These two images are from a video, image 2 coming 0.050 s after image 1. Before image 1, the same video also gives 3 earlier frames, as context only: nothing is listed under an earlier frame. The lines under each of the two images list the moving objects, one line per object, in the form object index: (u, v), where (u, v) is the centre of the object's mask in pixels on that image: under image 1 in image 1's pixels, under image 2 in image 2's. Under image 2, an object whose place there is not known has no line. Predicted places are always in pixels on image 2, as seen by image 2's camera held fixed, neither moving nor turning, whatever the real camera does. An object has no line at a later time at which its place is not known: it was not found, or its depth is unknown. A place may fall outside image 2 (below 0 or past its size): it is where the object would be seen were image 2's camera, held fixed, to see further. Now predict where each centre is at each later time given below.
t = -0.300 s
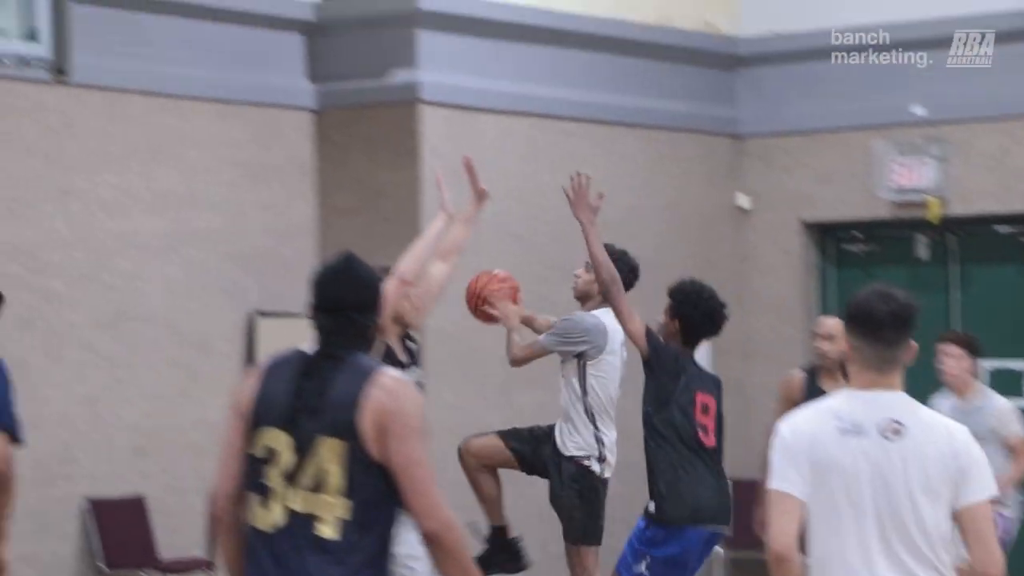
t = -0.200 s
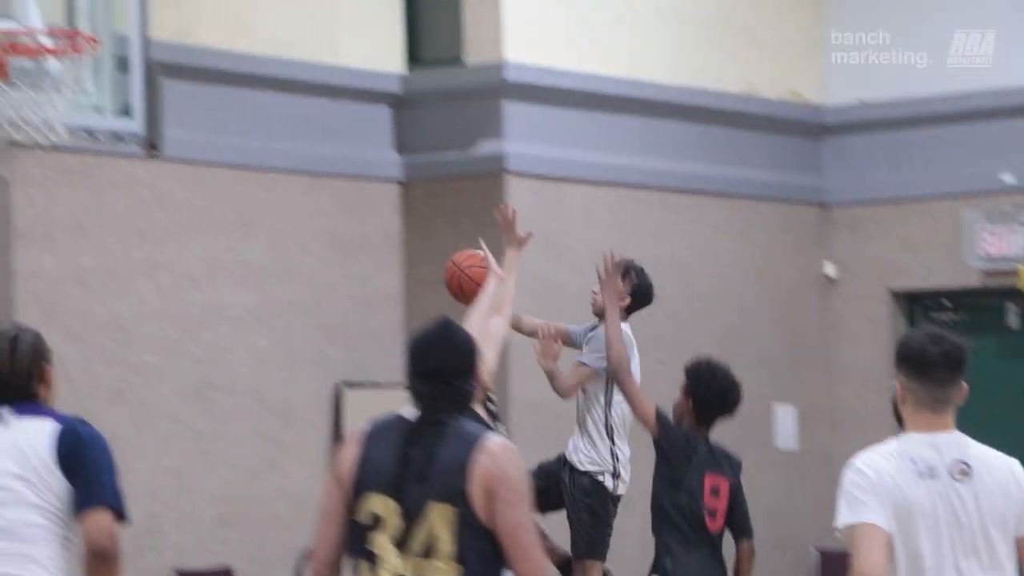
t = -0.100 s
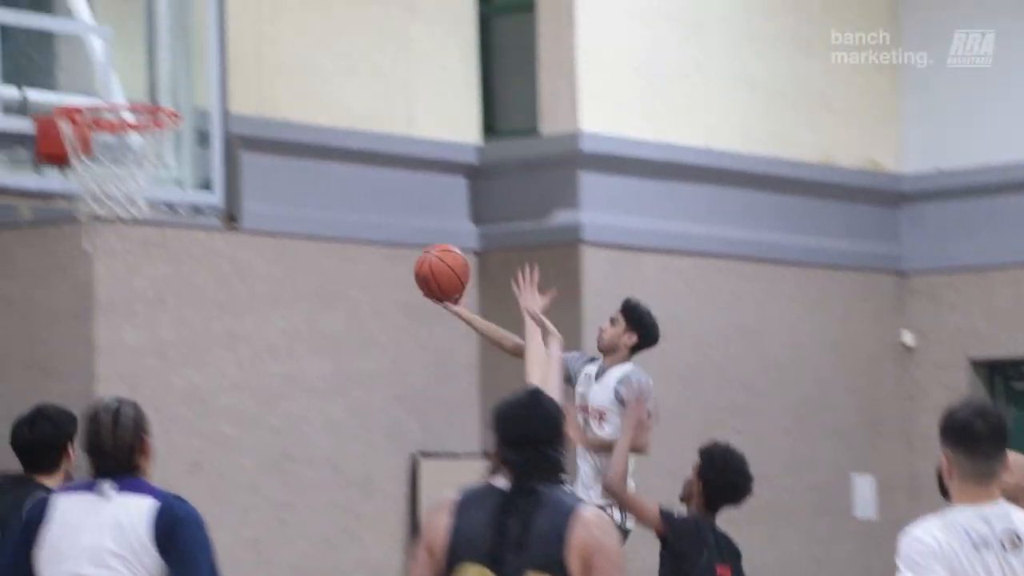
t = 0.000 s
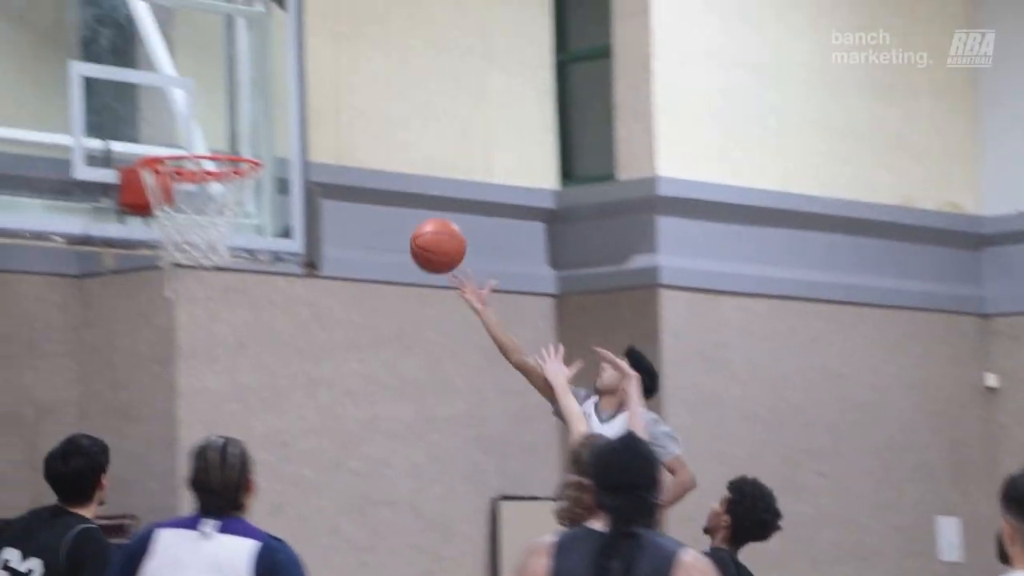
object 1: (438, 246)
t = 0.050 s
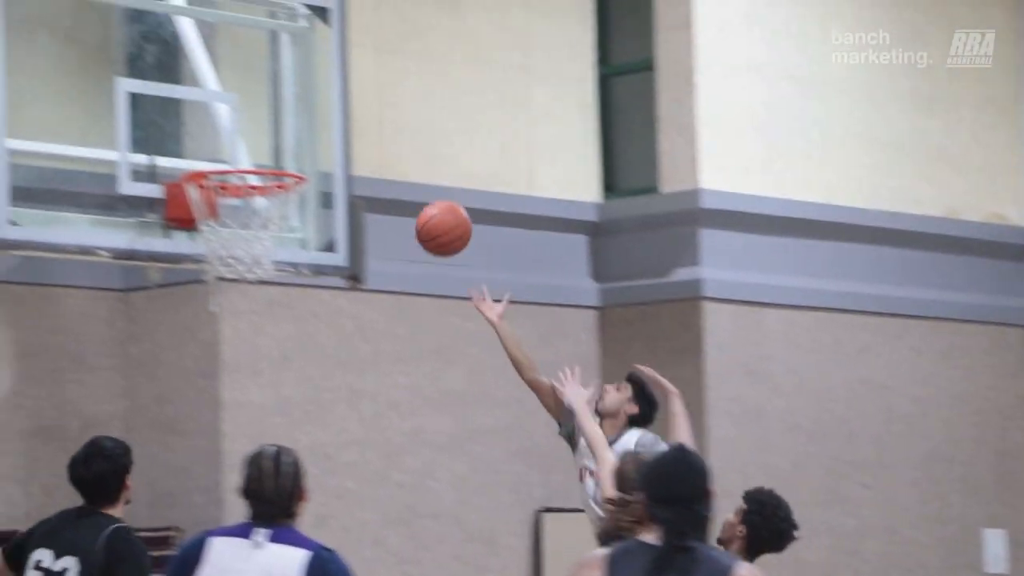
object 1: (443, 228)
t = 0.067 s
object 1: (431, 219)
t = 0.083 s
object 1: (419, 212)
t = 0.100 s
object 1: (407, 204)
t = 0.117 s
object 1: (394, 197)
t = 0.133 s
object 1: (381, 191)
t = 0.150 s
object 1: (369, 185)
